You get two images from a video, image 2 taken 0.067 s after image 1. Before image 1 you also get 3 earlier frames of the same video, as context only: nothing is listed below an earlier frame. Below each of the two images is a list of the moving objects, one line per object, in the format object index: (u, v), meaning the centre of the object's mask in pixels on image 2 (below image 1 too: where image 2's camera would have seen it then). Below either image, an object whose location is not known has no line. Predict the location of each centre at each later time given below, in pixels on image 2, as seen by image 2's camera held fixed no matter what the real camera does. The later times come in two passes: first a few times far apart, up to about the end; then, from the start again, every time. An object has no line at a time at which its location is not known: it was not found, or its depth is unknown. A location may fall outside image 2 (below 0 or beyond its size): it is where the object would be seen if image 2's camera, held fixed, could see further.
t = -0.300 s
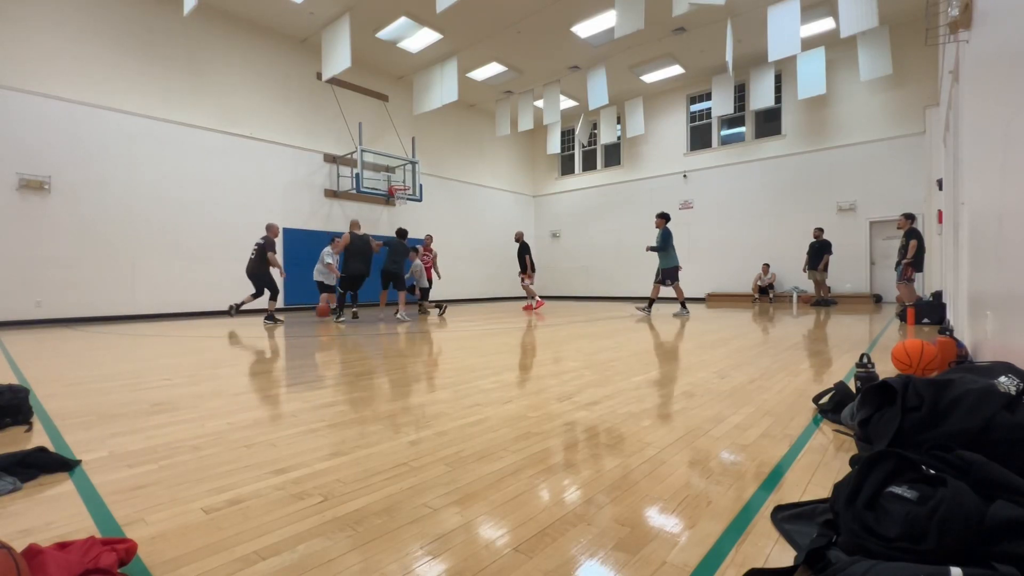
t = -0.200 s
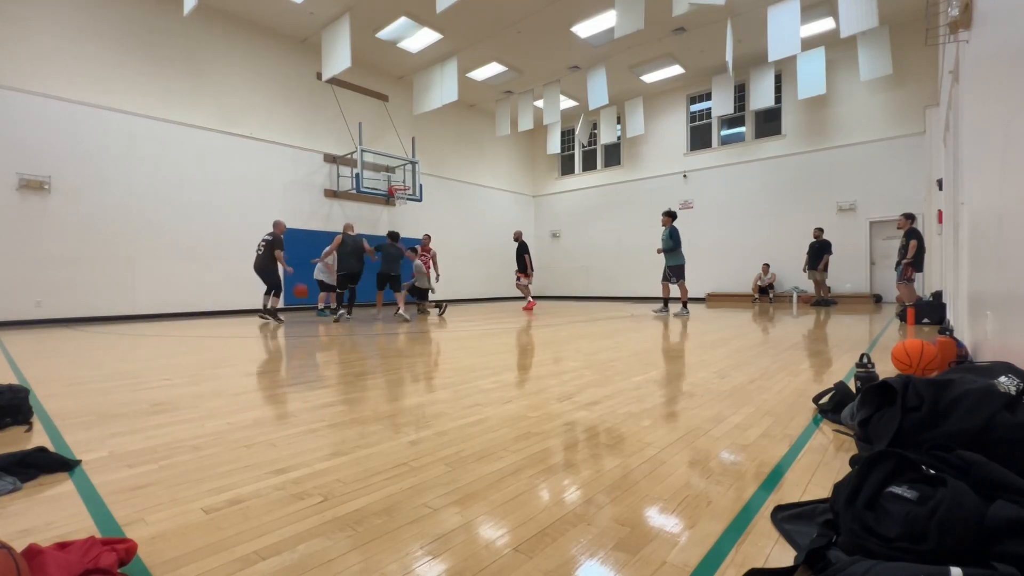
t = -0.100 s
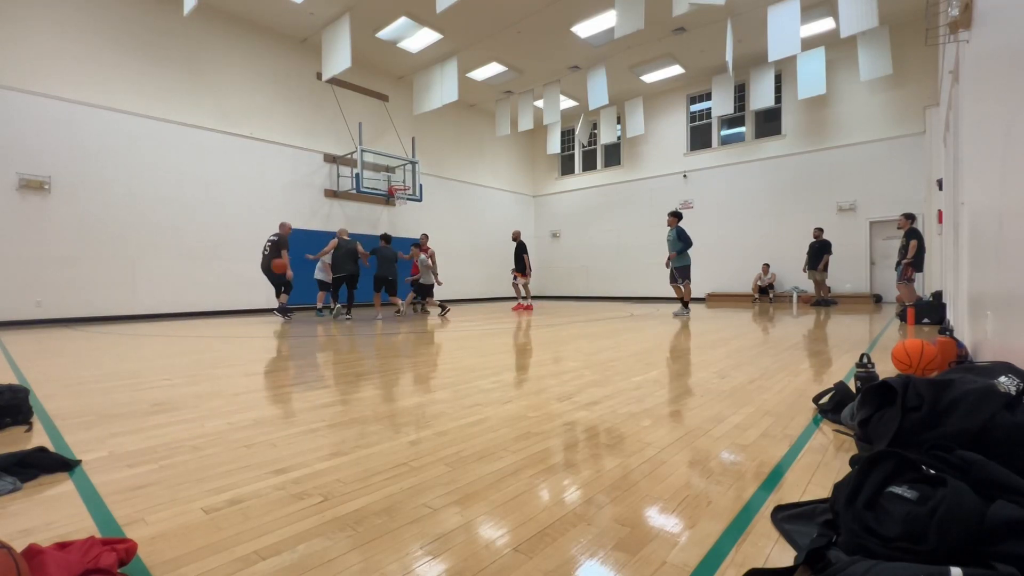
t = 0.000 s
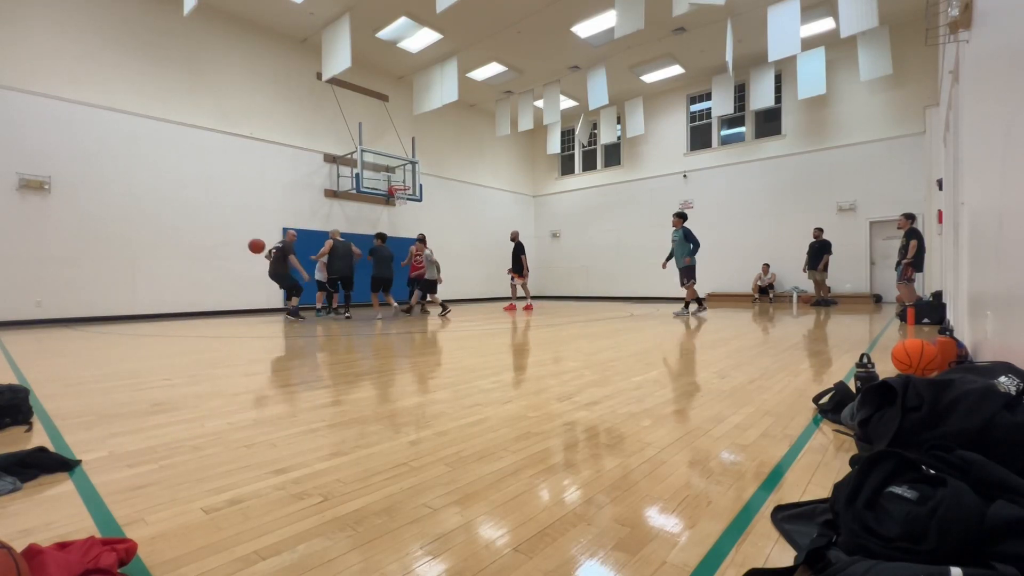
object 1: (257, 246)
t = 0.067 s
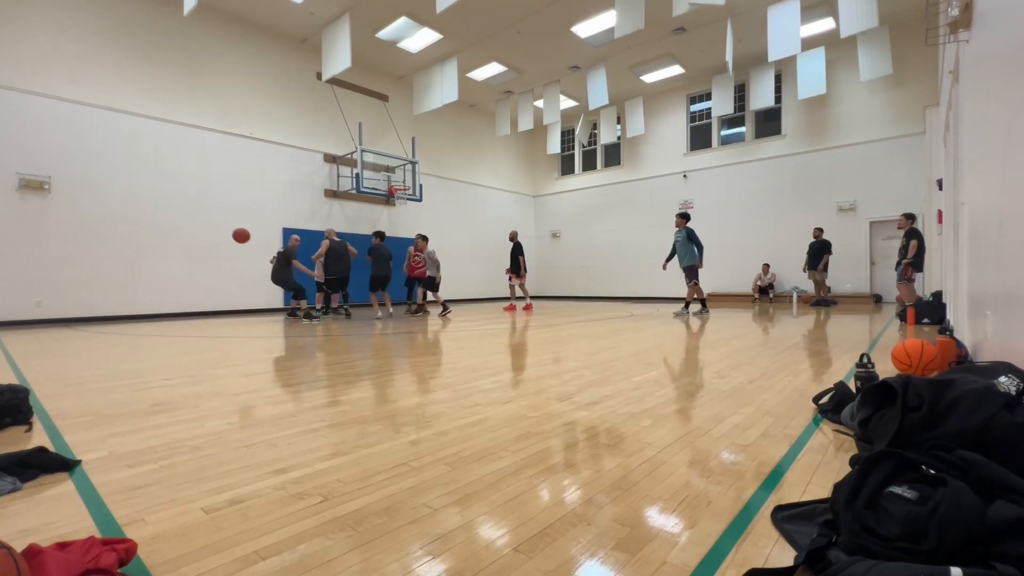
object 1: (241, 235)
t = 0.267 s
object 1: (191, 220)
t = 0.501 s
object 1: (127, 237)
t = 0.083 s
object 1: (237, 233)
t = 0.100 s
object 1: (233, 231)
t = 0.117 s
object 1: (229, 229)
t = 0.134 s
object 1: (225, 228)
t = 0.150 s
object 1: (221, 226)
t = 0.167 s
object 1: (217, 225)
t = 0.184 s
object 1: (213, 224)
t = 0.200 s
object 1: (208, 223)
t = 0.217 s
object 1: (204, 222)
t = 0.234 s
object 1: (200, 221)
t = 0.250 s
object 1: (196, 221)
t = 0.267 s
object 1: (191, 220)
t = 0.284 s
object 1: (187, 220)
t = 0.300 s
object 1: (182, 220)
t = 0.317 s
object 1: (178, 220)
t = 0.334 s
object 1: (174, 221)
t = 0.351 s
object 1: (169, 222)
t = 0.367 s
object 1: (164, 223)
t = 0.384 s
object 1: (160, 224)
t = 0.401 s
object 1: (155, 225)
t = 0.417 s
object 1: (151, 227)
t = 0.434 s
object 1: (146, 228)
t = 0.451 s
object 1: (141, 230)
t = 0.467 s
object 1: (136, 232)
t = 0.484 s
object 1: (132, 235)
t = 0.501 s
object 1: (127, 237)
